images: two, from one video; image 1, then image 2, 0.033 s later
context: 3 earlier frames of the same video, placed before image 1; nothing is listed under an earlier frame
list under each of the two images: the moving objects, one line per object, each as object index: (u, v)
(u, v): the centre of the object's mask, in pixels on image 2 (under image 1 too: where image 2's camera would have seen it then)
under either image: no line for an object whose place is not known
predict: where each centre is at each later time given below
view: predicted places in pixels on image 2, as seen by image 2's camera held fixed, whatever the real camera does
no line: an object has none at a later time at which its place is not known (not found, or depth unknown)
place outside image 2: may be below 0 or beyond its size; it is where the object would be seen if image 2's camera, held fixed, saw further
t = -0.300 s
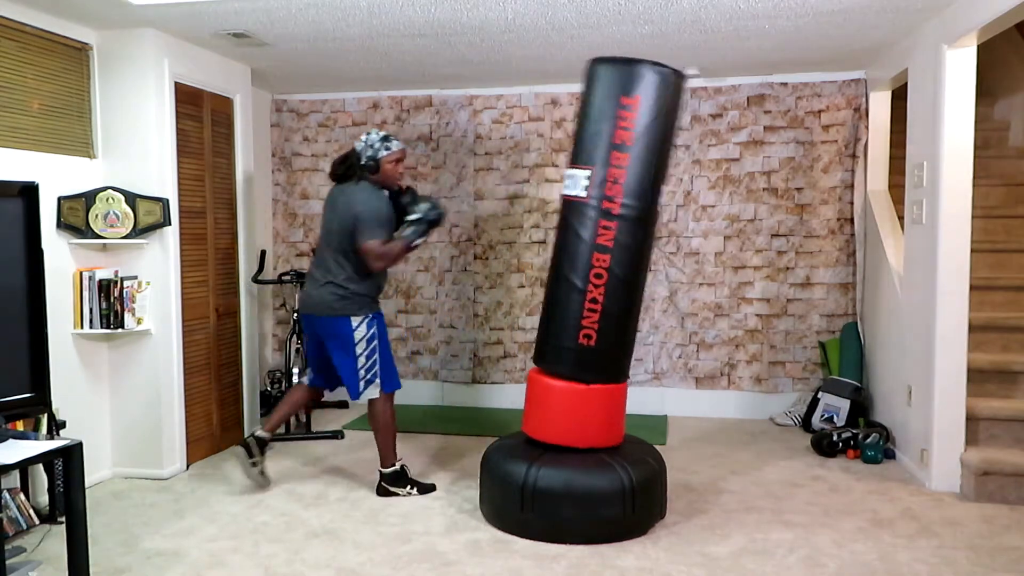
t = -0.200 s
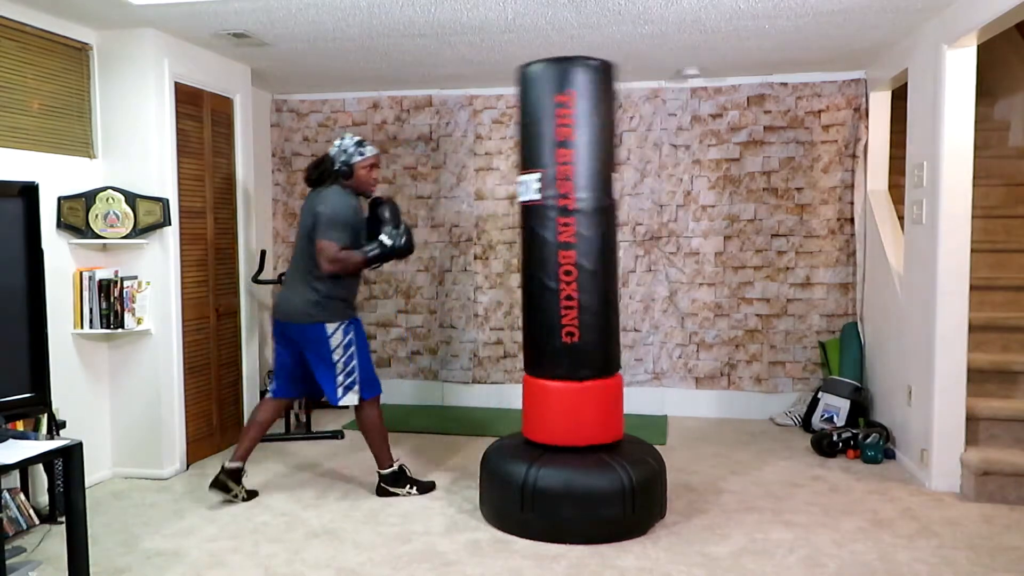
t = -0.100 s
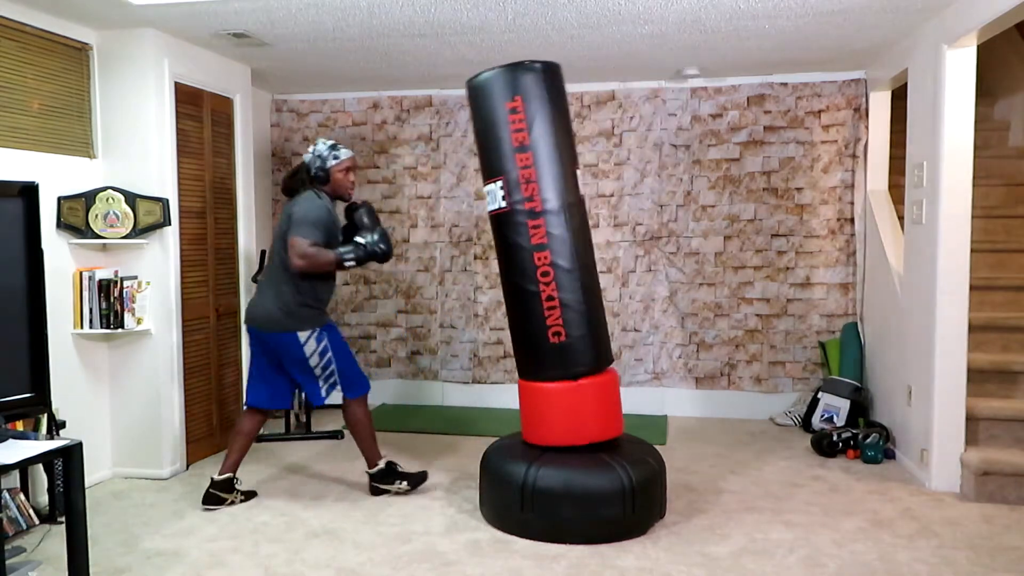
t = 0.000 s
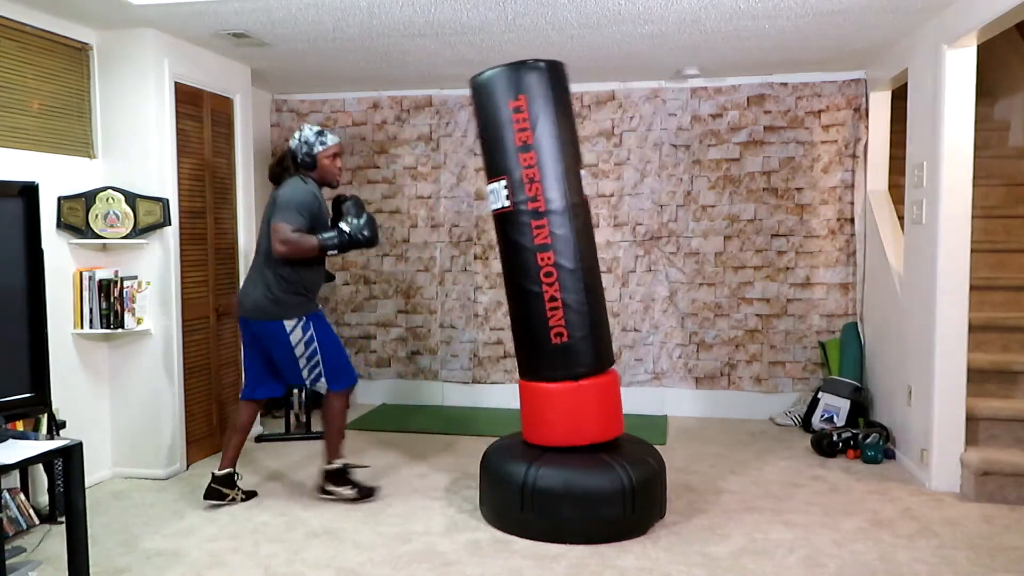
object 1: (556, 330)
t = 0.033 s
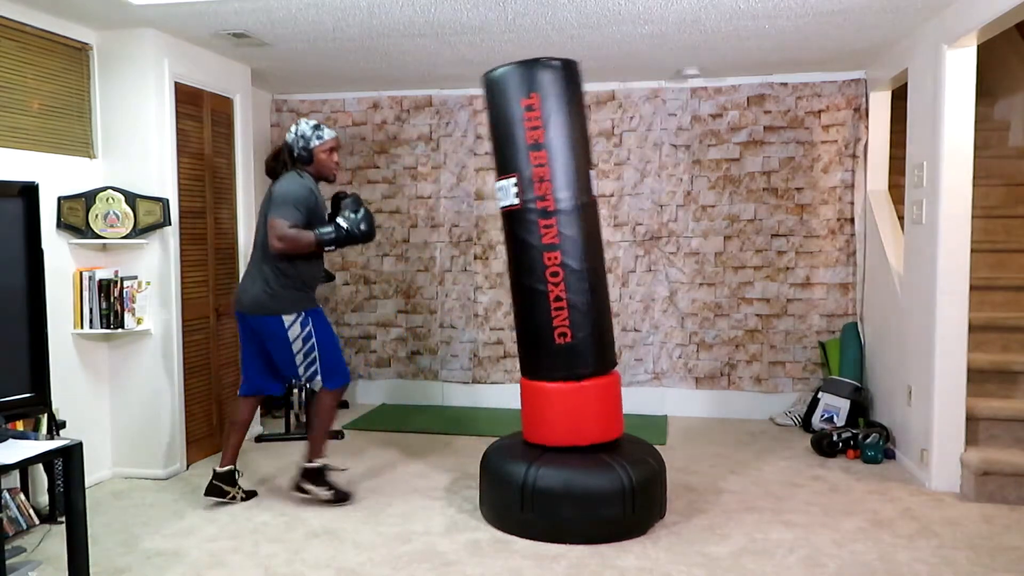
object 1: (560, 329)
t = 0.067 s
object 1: (566, 328)
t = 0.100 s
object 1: (572, 327)
